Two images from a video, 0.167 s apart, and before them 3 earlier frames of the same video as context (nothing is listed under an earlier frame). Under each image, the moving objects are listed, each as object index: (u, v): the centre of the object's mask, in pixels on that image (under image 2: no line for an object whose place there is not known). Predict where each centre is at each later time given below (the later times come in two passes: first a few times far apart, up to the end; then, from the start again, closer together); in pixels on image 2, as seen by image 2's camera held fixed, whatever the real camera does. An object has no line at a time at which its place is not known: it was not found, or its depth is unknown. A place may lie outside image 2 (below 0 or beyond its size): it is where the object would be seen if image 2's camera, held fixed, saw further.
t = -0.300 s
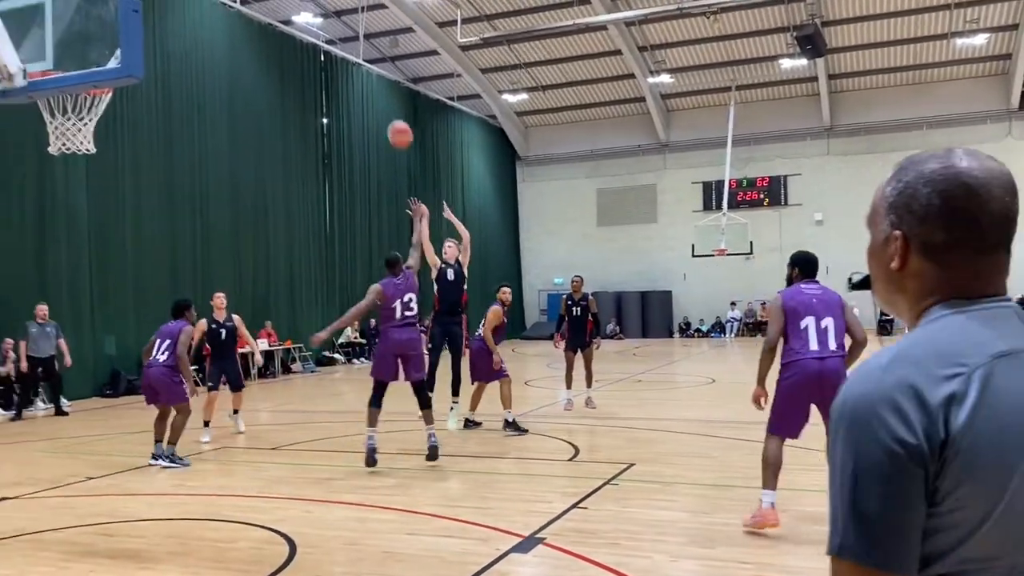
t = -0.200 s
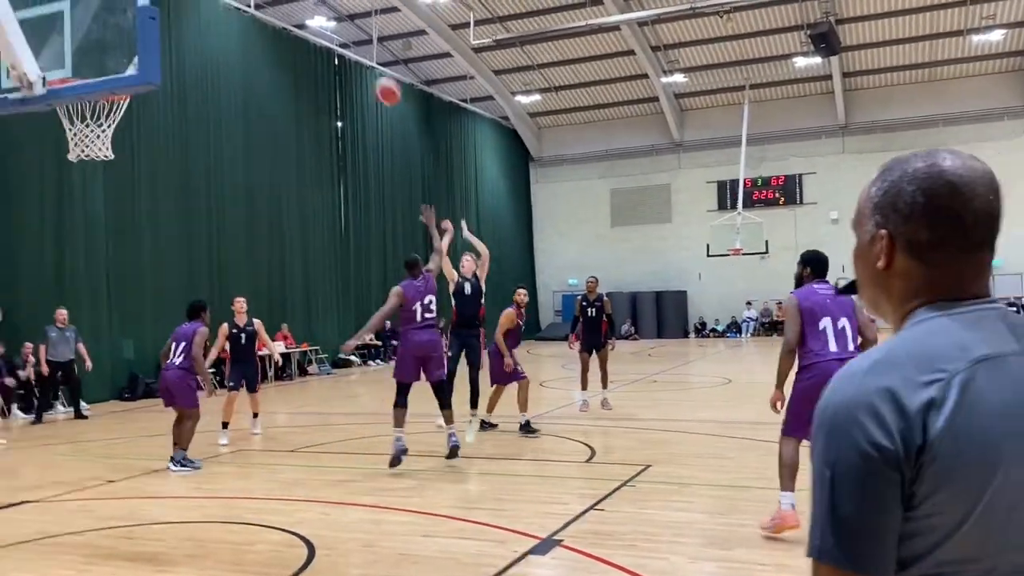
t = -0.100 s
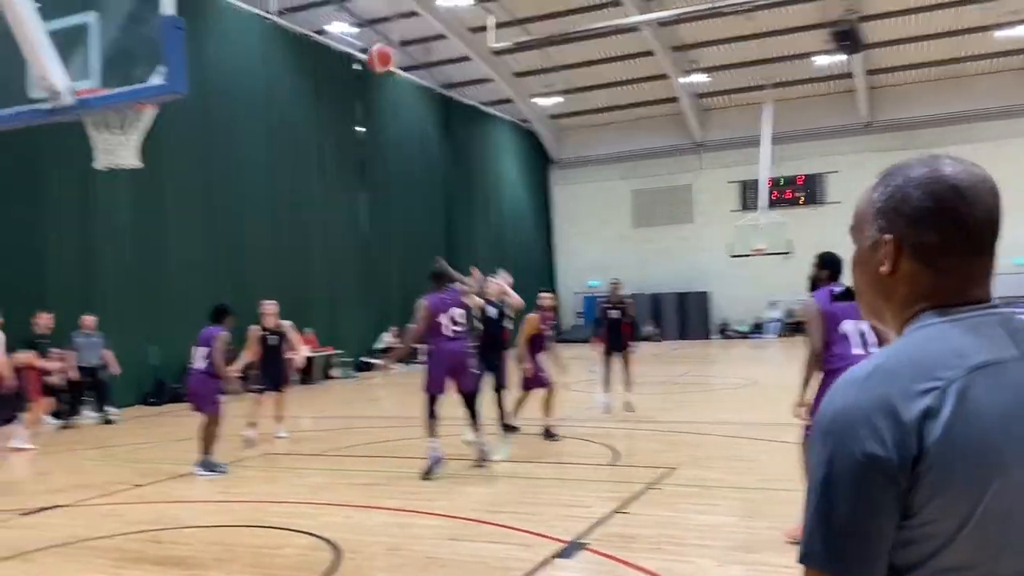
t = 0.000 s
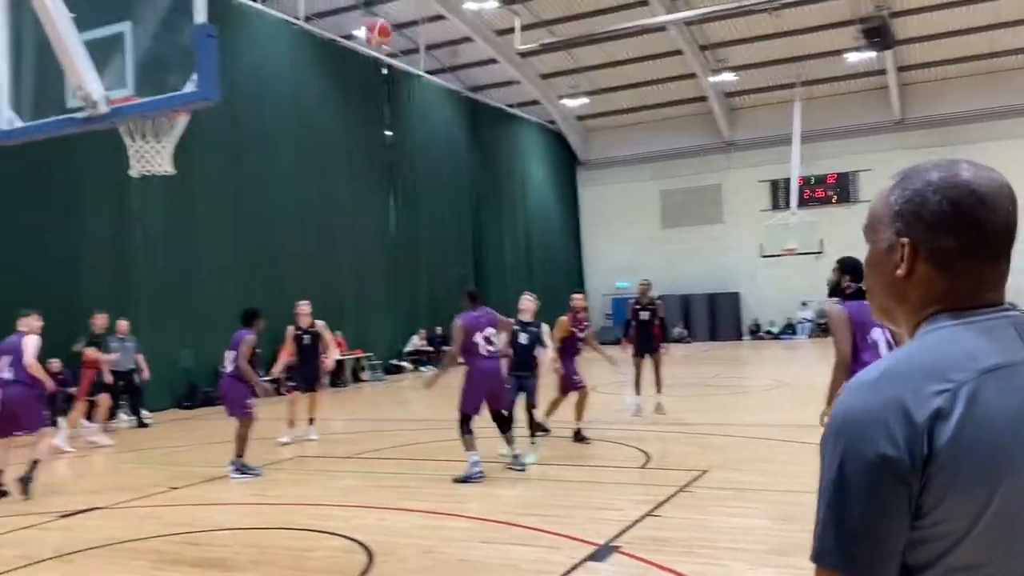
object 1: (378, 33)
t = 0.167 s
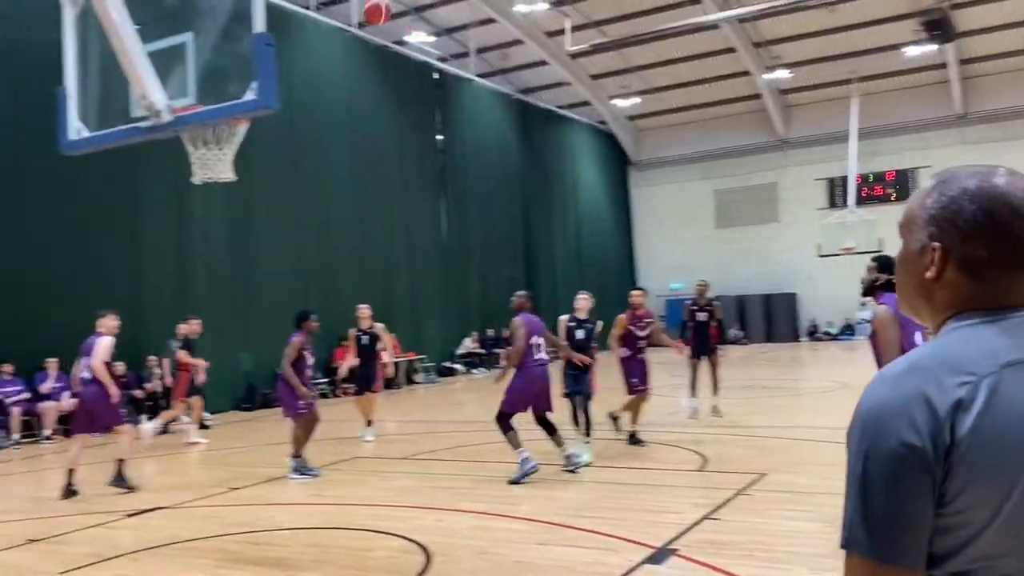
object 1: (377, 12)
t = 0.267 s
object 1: (344, 9)
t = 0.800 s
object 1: (248, 141)
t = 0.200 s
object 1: (365, 10)
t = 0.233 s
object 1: (355, 9)
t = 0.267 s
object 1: (344, 9)
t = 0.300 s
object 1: (331, 10)
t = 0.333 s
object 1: (319, 12)
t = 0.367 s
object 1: (306, 17)
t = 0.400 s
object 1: (292, 24)
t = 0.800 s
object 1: (248, 141)
